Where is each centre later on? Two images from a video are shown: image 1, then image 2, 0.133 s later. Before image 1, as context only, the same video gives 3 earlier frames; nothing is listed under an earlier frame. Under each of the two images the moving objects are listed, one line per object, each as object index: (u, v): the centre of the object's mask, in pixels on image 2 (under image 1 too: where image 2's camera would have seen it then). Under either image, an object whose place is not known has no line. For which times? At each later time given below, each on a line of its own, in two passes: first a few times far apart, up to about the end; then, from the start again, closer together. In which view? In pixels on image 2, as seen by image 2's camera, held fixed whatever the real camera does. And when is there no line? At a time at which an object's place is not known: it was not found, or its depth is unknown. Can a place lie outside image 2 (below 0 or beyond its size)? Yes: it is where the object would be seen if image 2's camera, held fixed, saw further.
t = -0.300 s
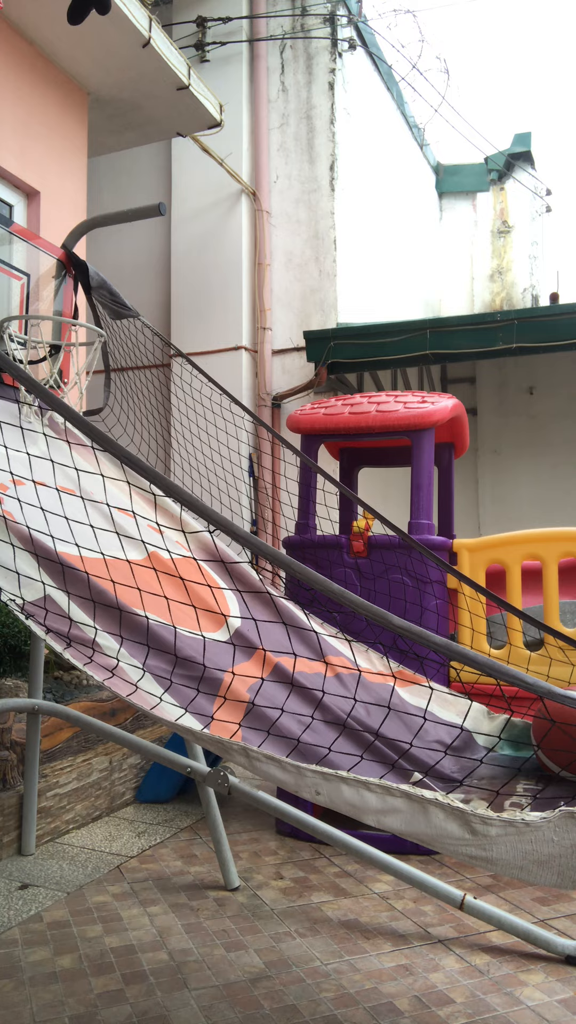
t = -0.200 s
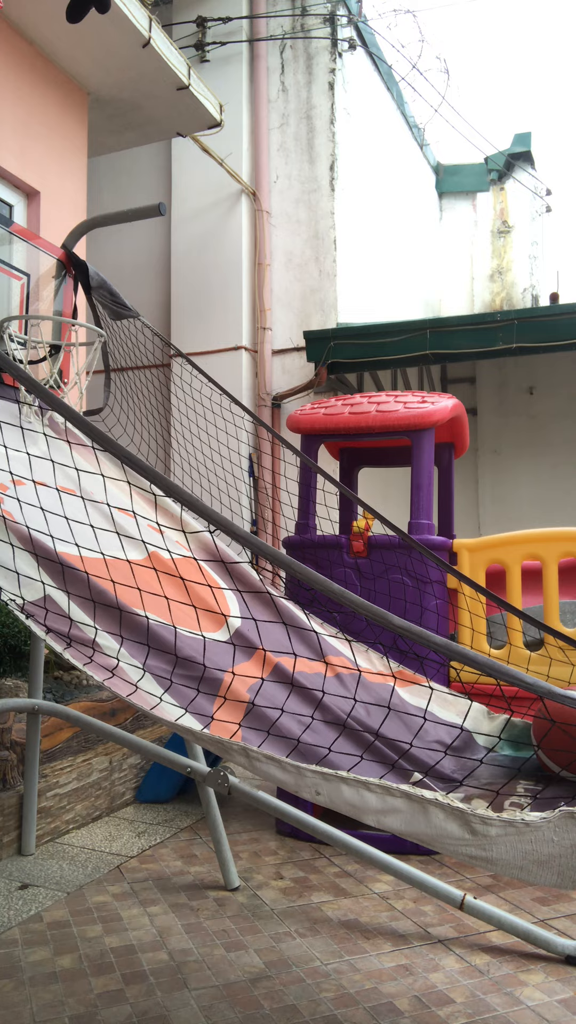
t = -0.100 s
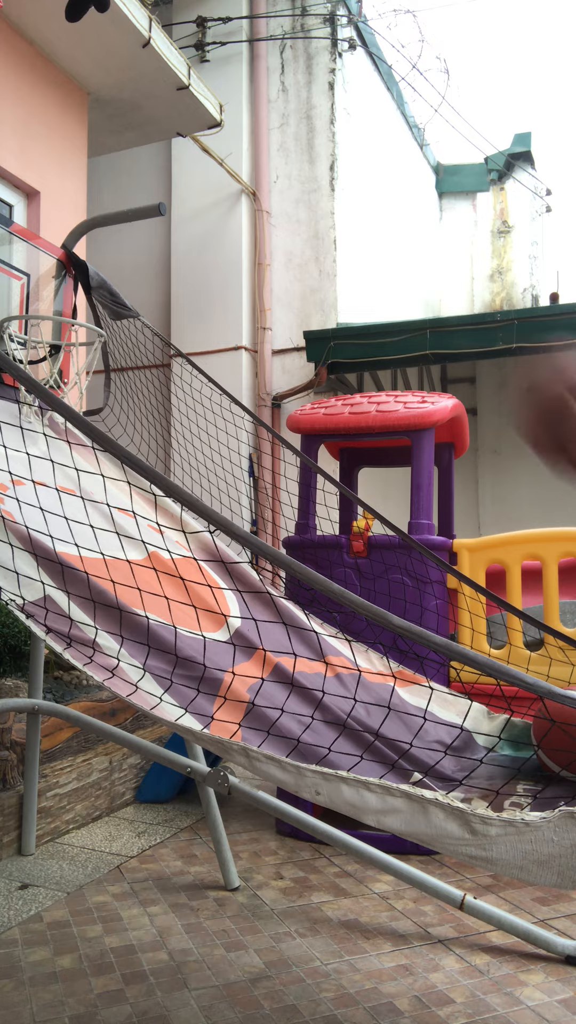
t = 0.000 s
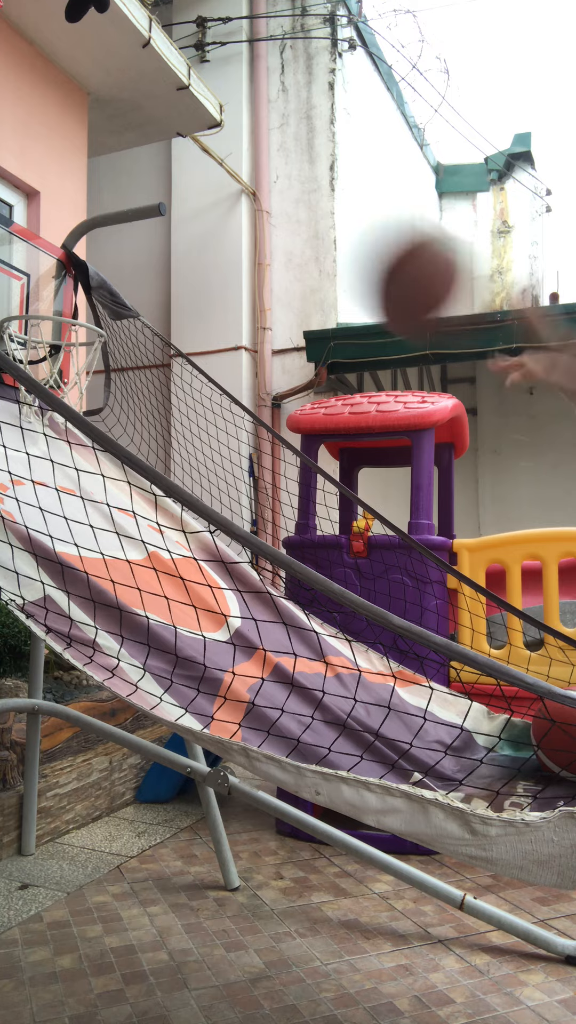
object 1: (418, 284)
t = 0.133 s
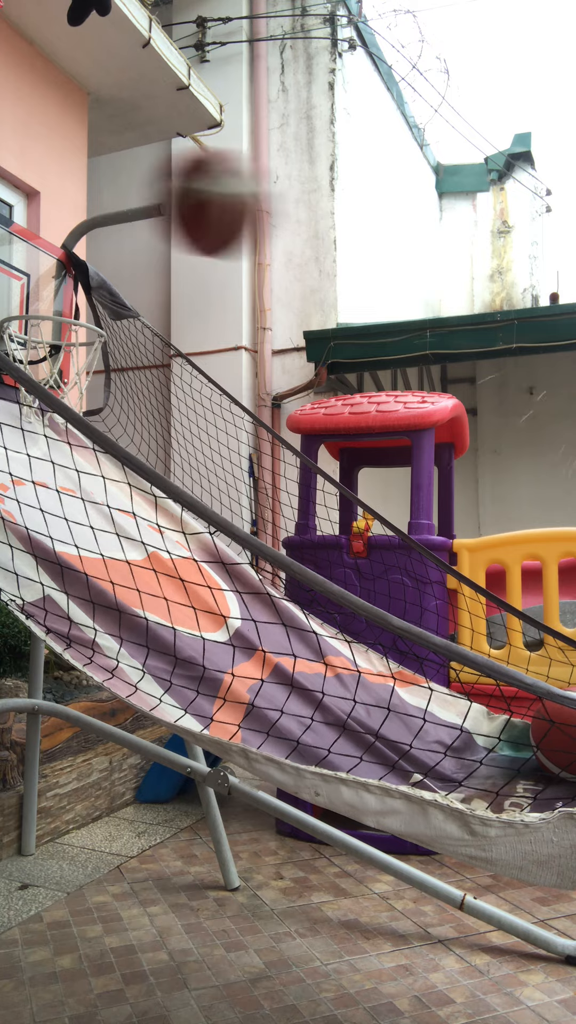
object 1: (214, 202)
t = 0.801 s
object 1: (188, 552)
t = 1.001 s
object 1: (316, 627)
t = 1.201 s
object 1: (474, 710)
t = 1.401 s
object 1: (493, 721)
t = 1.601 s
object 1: (493, 726)
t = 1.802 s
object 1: (491, 730)
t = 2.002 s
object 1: (491, 732)
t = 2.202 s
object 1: (490, 732)
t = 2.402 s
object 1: (490, 733)
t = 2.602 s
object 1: (491, 733)
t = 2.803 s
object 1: (490, 734)
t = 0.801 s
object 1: (188, 552)
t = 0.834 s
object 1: (211, 566)
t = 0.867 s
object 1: (230, 580)
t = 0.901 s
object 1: (248, 586)
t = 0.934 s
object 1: (262, 597)
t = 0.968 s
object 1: (290, 614)
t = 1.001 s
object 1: (316, 627)
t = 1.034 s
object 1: (341, 640)
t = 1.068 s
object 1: (369, 654)
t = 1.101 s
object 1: (393, 665)
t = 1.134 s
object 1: (421, 680)
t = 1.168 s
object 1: (445, 695)
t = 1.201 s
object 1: (474, 710)
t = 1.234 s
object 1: (485, 716)
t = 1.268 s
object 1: (490, 716)
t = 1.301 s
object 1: (495, 716)
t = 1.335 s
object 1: (497, 716)
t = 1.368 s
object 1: (495, 719)
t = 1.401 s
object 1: (493, 721)
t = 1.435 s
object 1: (491, 722)
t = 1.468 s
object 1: (489, 723)
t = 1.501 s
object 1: (487, 724)
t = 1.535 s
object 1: (487, 724)
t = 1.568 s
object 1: (487, 725)
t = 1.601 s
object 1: (493, 726)
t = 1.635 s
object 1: (493, 727)
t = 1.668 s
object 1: (493, 728)
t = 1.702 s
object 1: (492, 729)
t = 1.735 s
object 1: (492, 730)
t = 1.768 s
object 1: (491, 730)
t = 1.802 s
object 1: (491, 730)
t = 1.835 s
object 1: (491, 731)
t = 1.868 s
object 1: (491, 731)
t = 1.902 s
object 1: (491, 731)
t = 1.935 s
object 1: (491, 731)
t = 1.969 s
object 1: (491, 731)
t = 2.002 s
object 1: (491, 732)
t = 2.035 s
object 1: (490, 732)
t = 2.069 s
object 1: (490, 732)
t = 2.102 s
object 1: (490, 732)
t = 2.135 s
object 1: (490, 732)
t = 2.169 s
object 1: (490, 732)
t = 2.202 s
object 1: (490, 732)
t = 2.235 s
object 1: (490, 732)
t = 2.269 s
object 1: (490, 732)
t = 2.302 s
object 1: (490, 732)
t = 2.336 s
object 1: (490, 733)
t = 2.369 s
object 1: (490, 733)
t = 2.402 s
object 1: (490, 733)
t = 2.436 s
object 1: (491, 733)
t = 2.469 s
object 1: (491, 733)
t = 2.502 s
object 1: (491, 733)
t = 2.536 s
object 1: (491, 733)
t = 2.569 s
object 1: (491, 733)
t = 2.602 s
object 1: (491, 733)
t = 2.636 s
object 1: (491, 733)
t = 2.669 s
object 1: (491, 733)
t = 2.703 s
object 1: (491, 734)
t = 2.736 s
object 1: (491, 734)
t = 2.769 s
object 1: (491, 734)
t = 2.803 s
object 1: (490, 734)
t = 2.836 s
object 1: (490, 735)
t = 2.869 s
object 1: (490, 735)
